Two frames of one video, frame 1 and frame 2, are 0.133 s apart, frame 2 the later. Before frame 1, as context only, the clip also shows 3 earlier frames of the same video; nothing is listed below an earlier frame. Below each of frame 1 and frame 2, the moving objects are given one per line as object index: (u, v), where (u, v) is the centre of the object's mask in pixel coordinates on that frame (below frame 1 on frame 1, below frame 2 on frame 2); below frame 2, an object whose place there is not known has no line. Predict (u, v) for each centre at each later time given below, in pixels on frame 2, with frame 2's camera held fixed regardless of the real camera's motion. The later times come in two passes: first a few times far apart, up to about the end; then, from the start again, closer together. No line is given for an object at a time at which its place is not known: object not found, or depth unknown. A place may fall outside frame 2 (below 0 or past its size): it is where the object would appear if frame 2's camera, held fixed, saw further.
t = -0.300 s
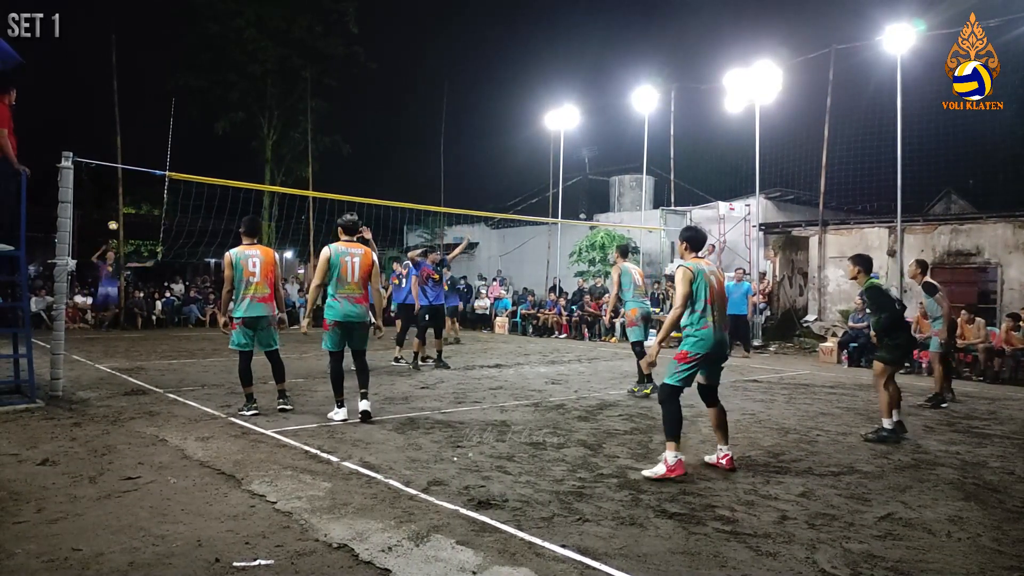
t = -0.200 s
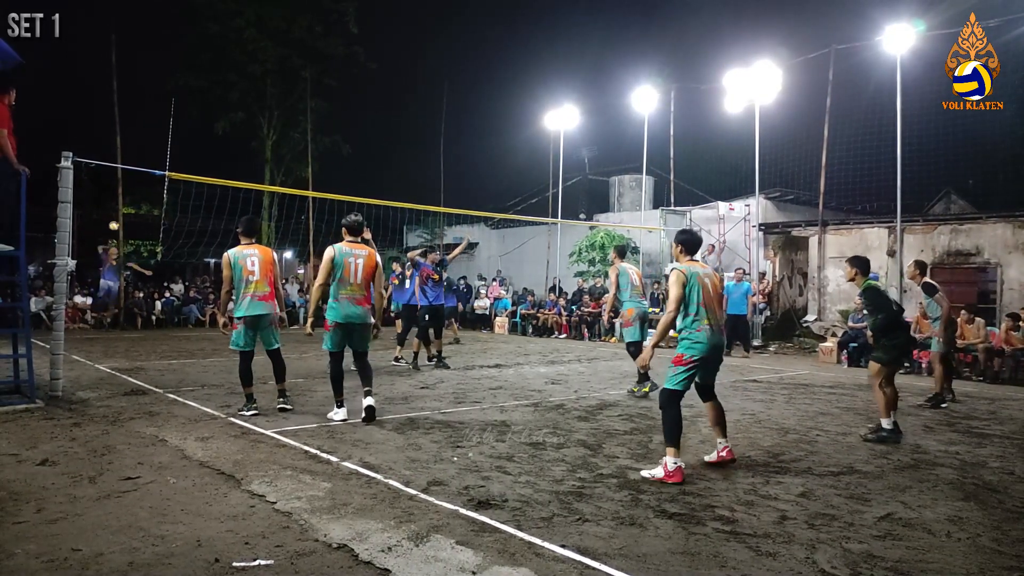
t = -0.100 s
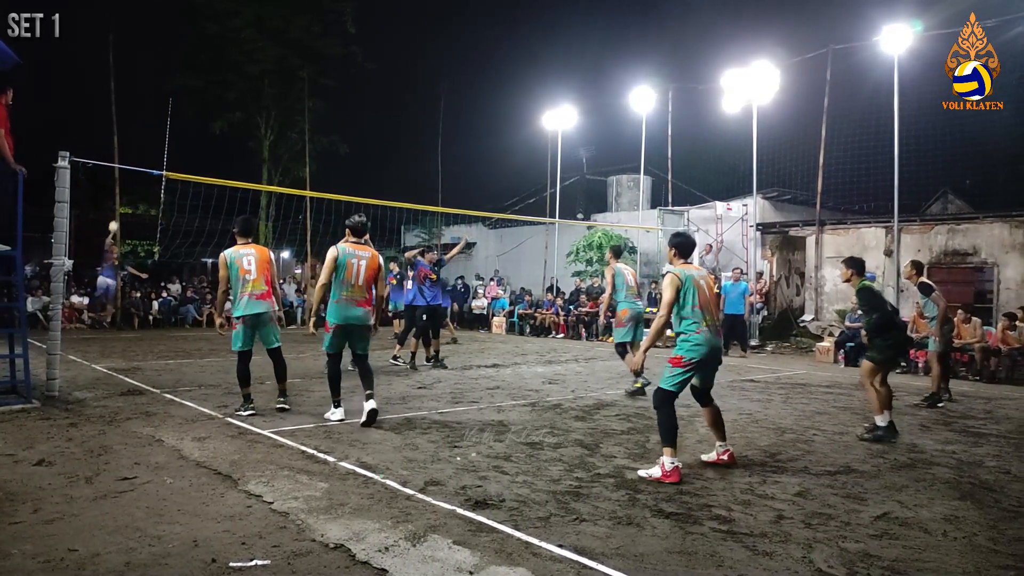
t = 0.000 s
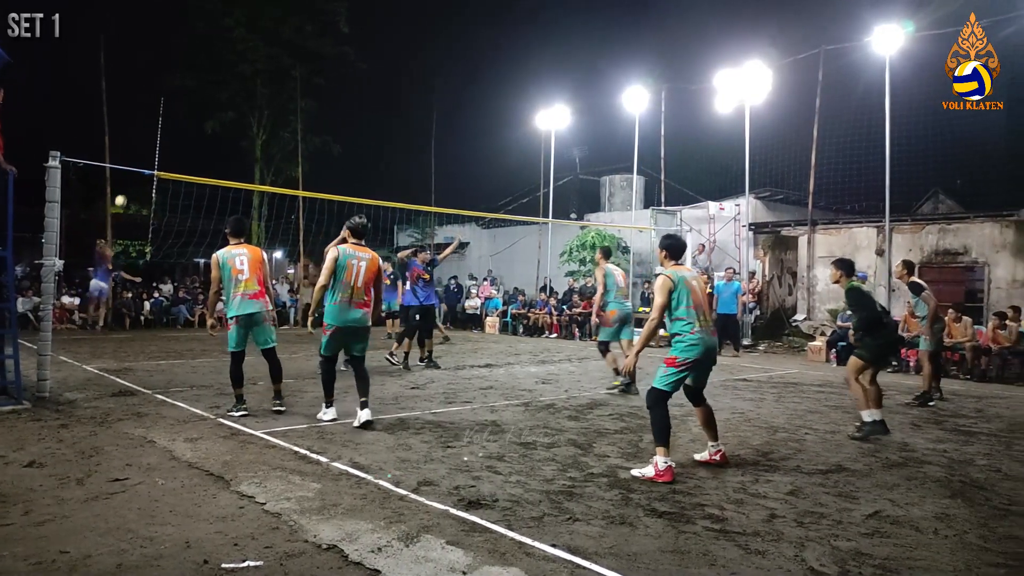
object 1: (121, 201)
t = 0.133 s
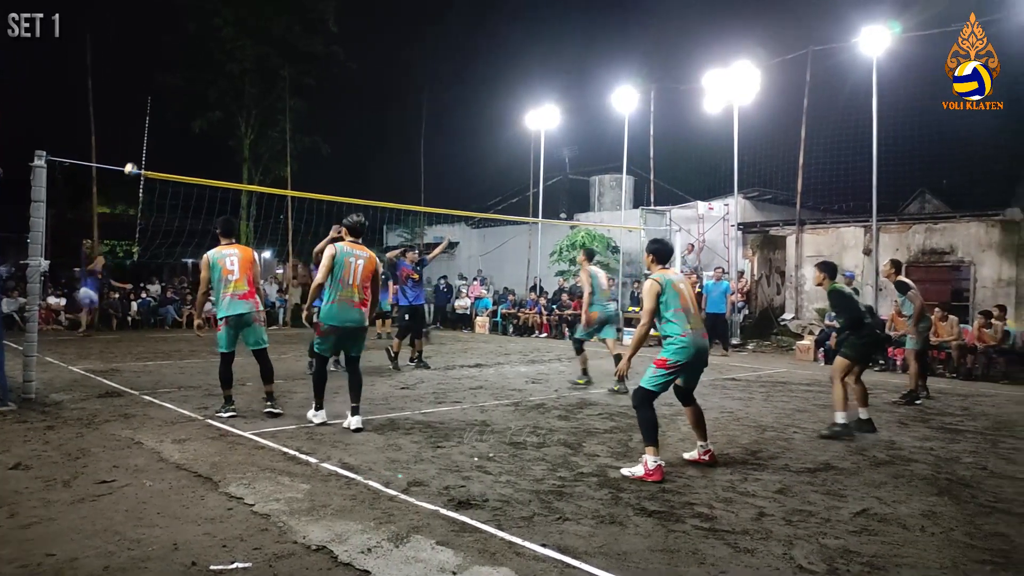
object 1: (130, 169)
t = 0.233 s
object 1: (150, 148)
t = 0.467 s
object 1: (208, 108)
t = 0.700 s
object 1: (285, 95)
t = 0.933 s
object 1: (404, 136)
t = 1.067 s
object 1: (502, 198)
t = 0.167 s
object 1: (137, 162)
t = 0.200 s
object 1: (143, 155)
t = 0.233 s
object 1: (150, 148)
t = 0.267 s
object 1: (157, 141)
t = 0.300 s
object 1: (165, 135)
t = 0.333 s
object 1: (173, 129)
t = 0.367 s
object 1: (181, 123)
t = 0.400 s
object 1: (190, 117)
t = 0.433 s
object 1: (199, 112)
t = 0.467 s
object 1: (208, 108)
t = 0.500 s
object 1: (218, 103)
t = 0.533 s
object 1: (228, 100)
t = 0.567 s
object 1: (238, 97)
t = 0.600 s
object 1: (249, 95)
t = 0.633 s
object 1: (260, 94)
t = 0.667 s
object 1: (273, 95)
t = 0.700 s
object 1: (285, 95)
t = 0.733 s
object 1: (299, 97)
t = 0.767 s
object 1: (314, 100)
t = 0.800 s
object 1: (330, 104)
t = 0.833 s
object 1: (347, 110)
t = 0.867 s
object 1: (364, 117)
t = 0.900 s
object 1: (384, 126)
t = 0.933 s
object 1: (404, 136)
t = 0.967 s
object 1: (426, 149)
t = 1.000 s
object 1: (448, 162)
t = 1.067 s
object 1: (502, 198)
